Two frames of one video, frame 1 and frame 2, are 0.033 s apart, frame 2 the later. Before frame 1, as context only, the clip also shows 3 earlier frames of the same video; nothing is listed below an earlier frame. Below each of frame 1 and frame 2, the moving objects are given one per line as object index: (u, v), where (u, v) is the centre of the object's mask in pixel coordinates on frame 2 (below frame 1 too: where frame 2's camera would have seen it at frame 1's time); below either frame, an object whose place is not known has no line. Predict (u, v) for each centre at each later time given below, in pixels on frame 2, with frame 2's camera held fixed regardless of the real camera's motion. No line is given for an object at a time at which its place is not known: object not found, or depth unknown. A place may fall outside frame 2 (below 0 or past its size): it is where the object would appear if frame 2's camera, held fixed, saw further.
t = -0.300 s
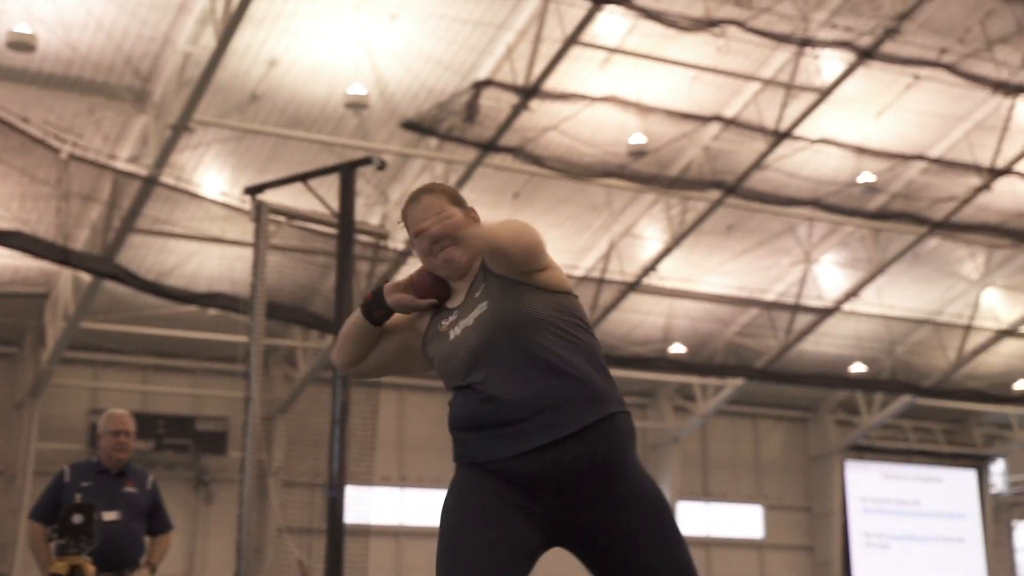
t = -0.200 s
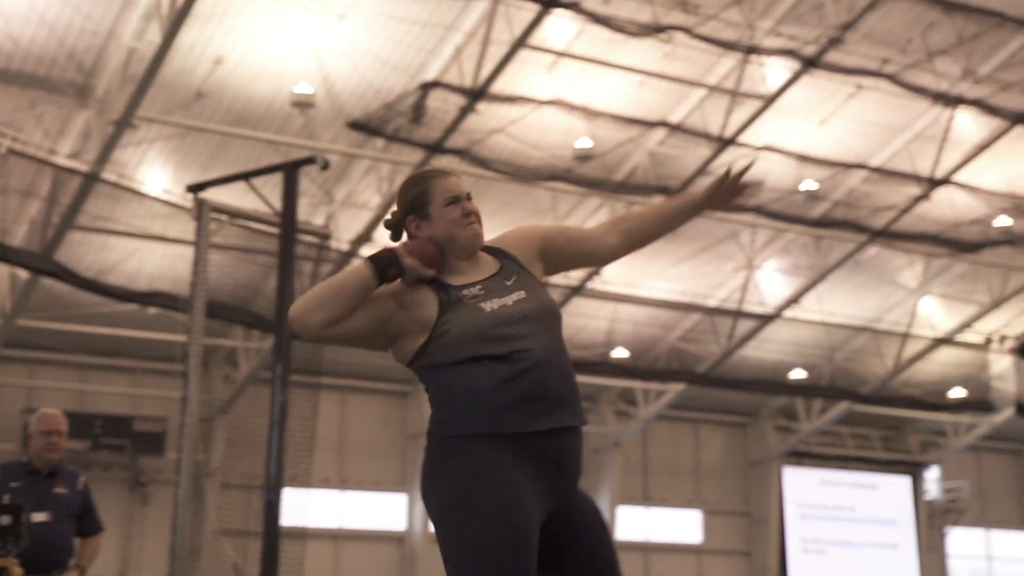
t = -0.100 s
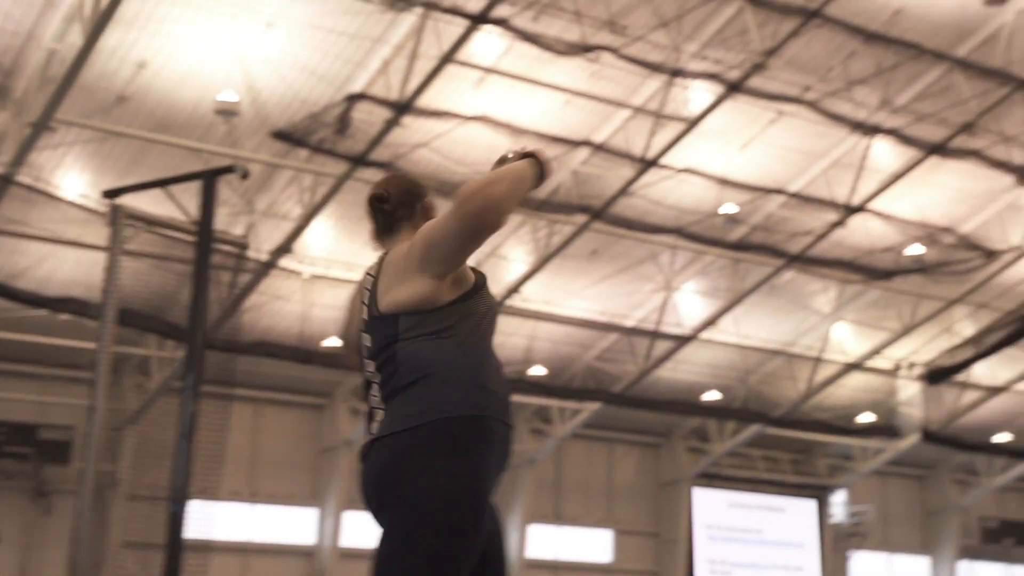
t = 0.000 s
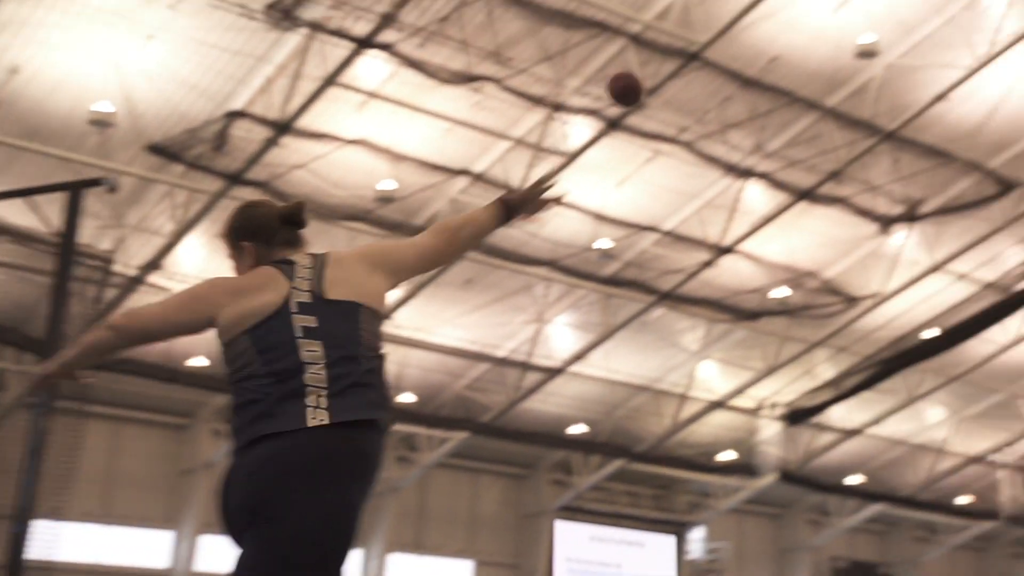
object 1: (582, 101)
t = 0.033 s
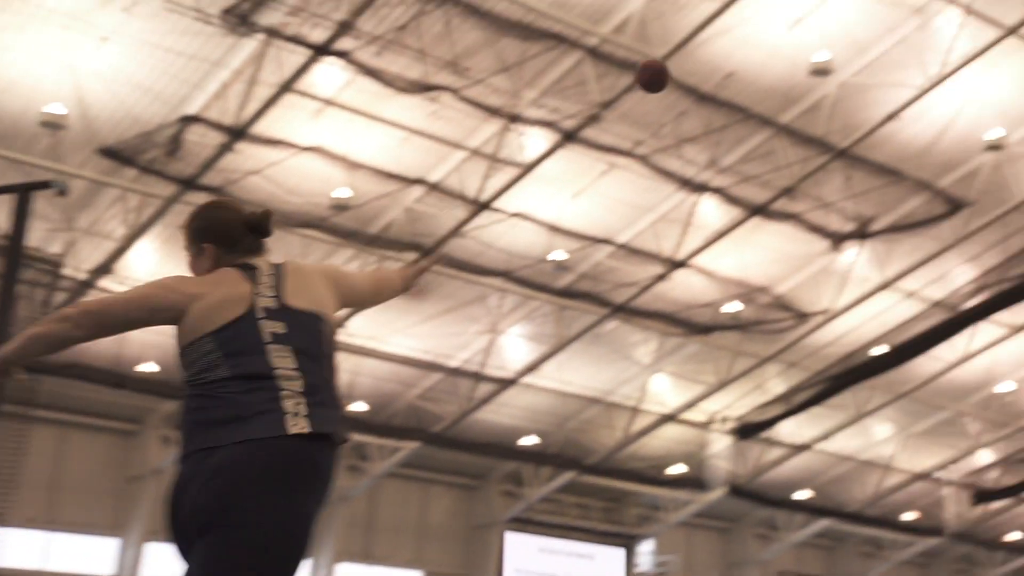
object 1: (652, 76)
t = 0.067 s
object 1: (718, 55)
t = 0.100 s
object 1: (779, 38)
